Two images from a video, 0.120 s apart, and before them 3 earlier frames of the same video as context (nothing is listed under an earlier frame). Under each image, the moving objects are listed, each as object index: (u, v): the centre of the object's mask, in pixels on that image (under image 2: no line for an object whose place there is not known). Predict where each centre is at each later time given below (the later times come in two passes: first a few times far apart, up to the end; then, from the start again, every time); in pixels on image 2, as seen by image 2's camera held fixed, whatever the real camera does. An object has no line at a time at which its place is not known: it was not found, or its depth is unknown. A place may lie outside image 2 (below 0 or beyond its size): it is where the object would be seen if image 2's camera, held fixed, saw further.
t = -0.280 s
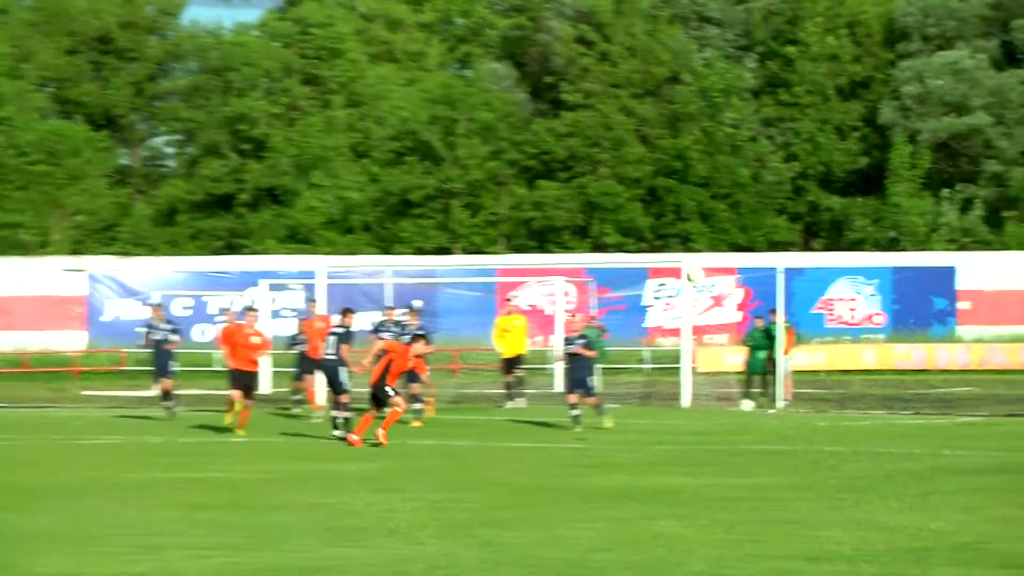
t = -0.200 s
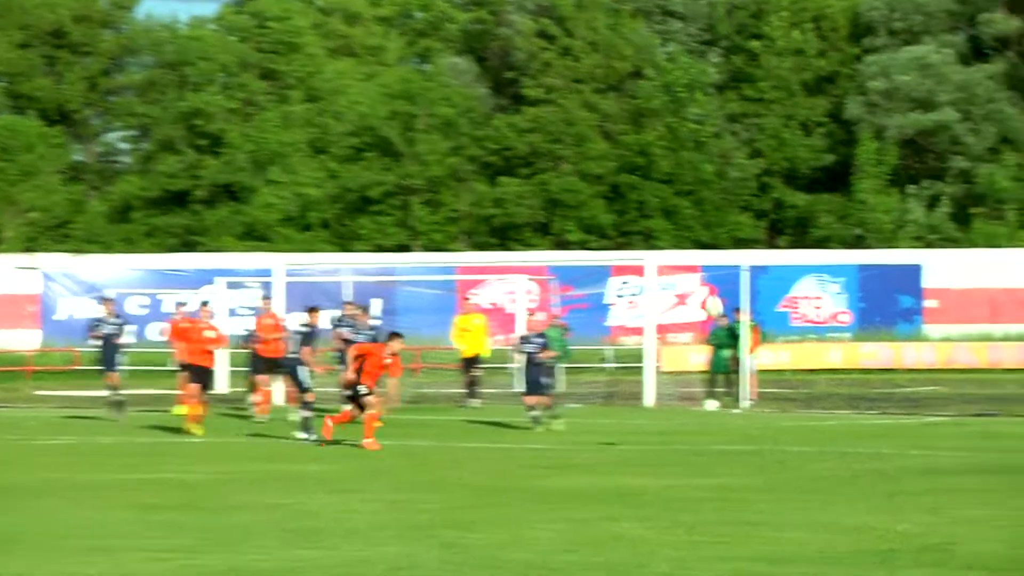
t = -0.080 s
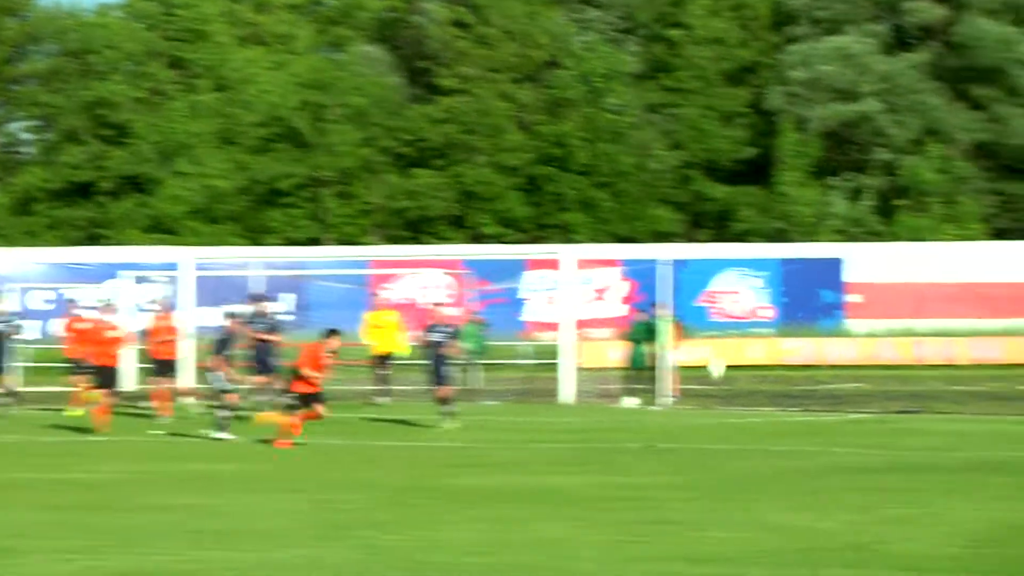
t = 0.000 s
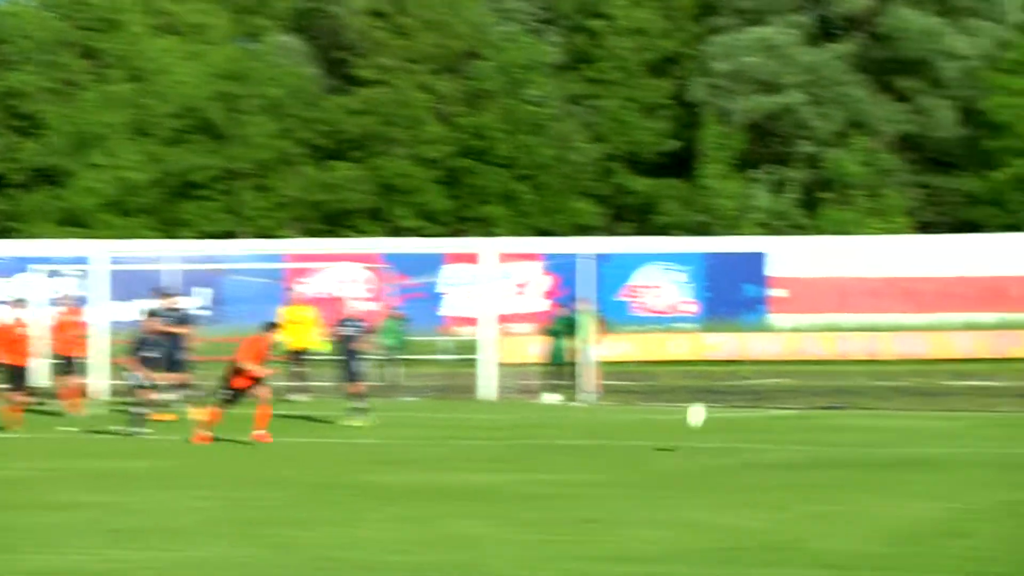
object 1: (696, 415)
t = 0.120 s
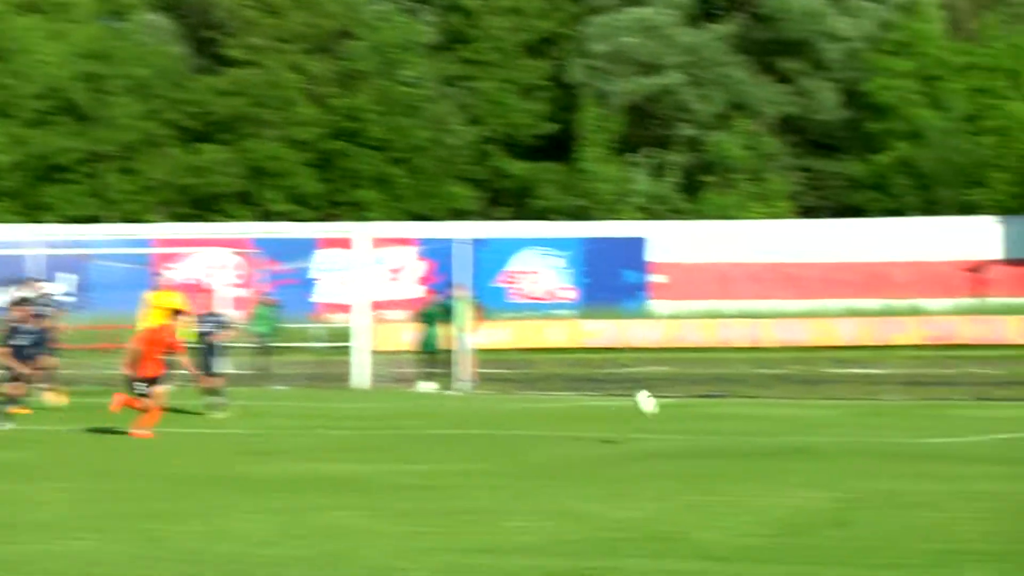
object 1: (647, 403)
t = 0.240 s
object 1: (711, 356)
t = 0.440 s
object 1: (828, 315)
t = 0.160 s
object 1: (667, 384)
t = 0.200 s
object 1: (689, 370)
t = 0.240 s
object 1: (711, 356)
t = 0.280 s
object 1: (735, 345)
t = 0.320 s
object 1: (757, 335)
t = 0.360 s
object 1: (780, 326)
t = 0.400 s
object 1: (803, 319)
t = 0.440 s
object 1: (828, 315)
